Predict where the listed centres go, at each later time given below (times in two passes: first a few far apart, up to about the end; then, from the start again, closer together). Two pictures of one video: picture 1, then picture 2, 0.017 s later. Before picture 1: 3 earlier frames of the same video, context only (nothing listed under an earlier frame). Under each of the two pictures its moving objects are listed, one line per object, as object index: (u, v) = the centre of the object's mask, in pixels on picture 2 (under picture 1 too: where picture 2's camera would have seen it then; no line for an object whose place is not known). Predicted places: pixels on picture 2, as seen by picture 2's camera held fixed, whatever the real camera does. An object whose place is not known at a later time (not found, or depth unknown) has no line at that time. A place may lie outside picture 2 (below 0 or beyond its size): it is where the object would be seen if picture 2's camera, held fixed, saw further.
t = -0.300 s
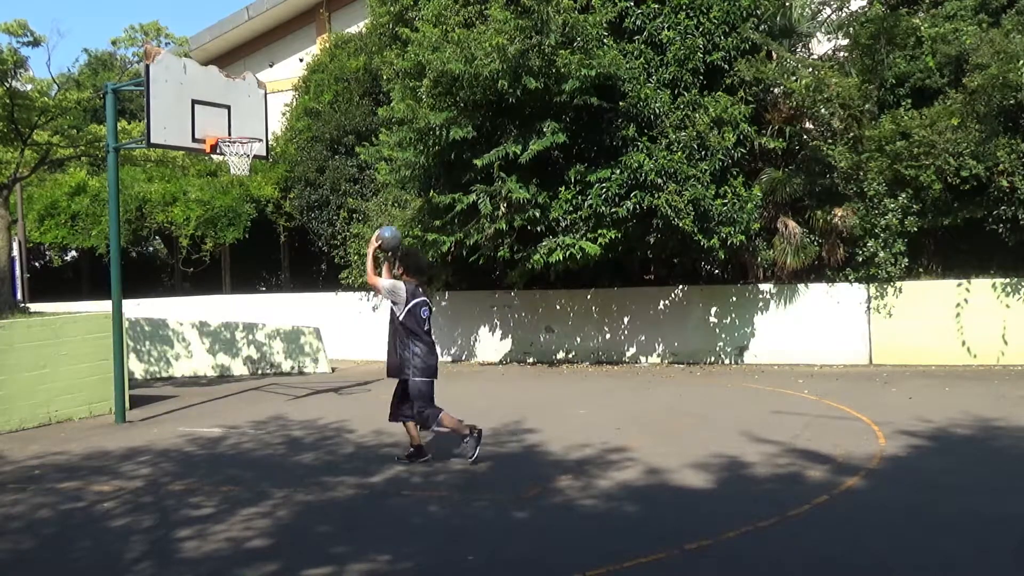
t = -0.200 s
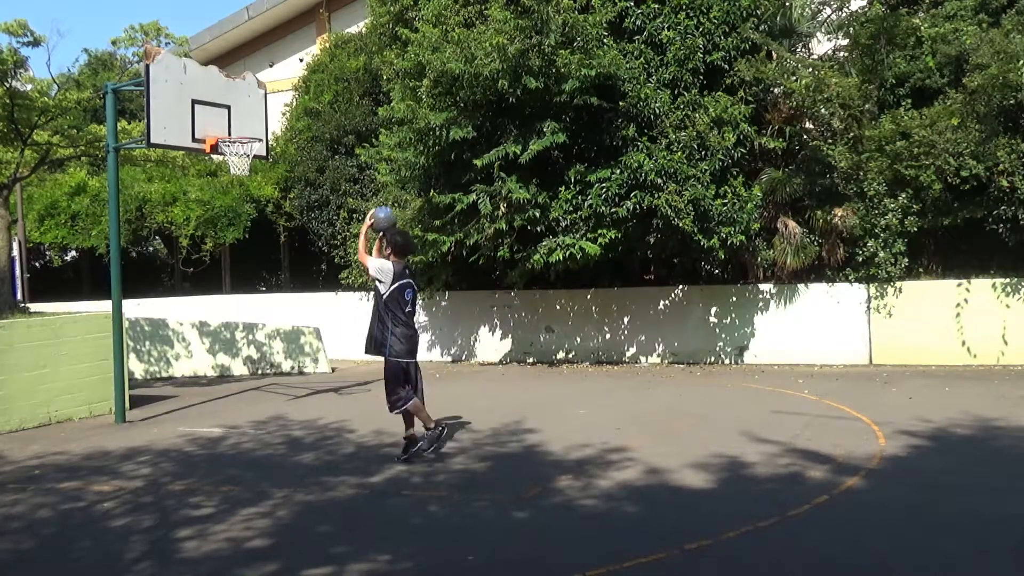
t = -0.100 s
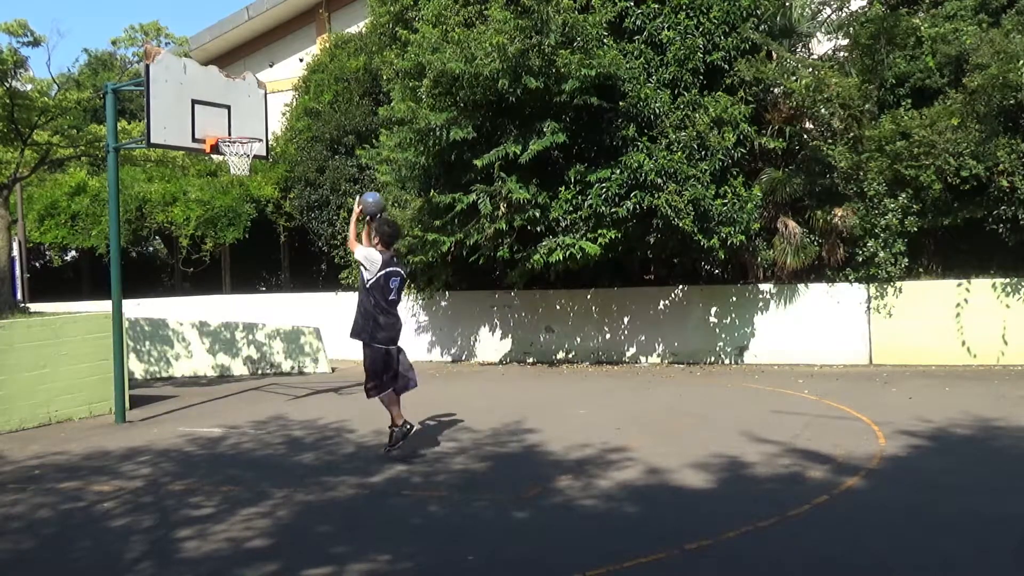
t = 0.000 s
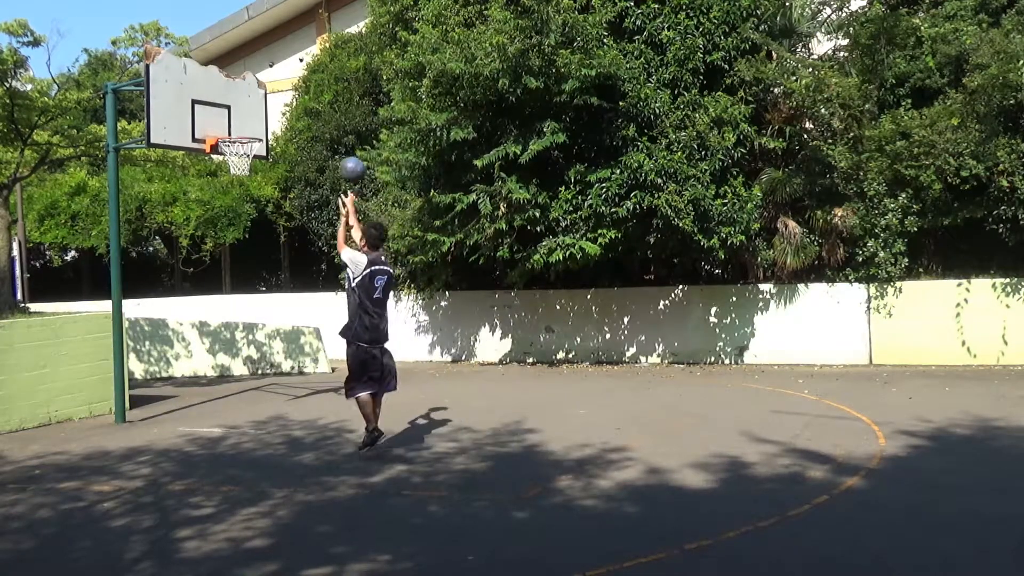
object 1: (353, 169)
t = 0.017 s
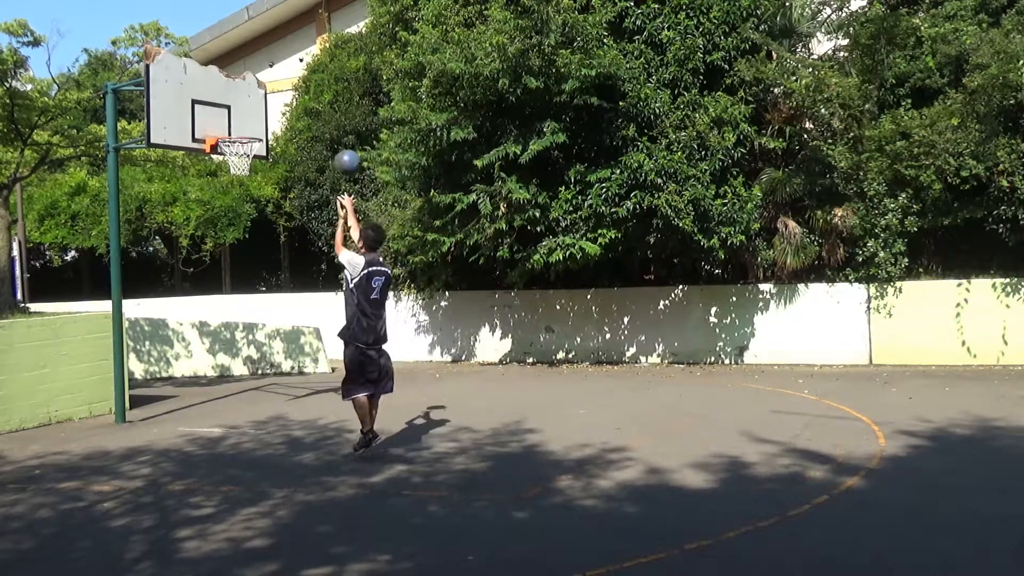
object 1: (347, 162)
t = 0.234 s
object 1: (298, 102)
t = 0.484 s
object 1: (248, 97)
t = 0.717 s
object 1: (218, 120)
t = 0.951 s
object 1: (238, 112)
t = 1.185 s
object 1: (236, 131)
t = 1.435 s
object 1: (249, 168)
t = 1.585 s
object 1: (257, 204)
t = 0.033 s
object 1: (344, 156)
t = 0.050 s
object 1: (340, 149)
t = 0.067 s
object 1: (336, 144)
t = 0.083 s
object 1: (331, 138)
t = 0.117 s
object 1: (324, 128)
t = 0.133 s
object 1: (320, 123)
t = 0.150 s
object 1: (315, 119)
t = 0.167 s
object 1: (312, 114)
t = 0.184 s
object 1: (309, 111)
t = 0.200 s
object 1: (306, 108)
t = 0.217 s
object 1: (301, 105)
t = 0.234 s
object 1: (298, 102)
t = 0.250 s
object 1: (294, 100)
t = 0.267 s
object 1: (291, 98)
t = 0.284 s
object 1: (287, 96)
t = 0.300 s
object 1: (284, 95)
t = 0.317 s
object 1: (281, 94)
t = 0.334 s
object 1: (277, 93)
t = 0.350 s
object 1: (273, 92)
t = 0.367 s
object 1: (270, 92)
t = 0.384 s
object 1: (267, 91)
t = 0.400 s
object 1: (264, 92)
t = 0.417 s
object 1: (260, 92)
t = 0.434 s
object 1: (257, 93)
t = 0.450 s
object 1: (254, 94)
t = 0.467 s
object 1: (251, 95)
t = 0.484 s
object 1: (248, 97)
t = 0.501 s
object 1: (245, 98)
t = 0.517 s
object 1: (242, 100)
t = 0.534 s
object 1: (239, 103)
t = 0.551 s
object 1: (236, 105)
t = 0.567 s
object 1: (234, 108)
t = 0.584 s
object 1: (231, 111)
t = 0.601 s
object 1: (228, 114)
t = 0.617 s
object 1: (225, 117)
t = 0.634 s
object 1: (222, 121)
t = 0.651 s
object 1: (220, 125)
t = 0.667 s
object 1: (217, 128)
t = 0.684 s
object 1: (216, 126)
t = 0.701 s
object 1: (217, 123)
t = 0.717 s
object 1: (218, 120)
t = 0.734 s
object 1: (220, 118)
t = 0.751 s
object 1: (221, 116)
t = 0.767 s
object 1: (222, 114)
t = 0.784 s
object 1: (224, 113)
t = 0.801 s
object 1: (225, 112)
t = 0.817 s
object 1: (227, 111)
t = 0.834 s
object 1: (228, 110)
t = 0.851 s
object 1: (230, 109)
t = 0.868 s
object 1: (231, 109)
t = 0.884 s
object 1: (232, 109)
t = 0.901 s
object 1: (234, 110)
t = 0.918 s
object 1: (235, 110)
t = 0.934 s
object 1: (237, 111)
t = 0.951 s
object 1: (238, 112)
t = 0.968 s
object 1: (240, 113)
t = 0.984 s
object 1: (242, 115)
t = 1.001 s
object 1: (243, 117)
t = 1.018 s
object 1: (245, 119)
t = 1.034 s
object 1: (246, 121)
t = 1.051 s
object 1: (248, 124)
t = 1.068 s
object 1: (249, 127)
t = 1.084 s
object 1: (251, 129)
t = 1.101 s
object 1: (250, 130)
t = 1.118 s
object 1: (247, 130)
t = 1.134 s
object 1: (245, 130)
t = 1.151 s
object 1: (242, 131)
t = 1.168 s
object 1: (239, 131)
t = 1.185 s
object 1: (236, 131)
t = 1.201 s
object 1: (234, 132)
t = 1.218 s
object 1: (231, 133)
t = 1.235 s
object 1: (231, 133)
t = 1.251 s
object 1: (232, 134)
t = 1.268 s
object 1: (234, 135)
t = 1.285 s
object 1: (240, 143)
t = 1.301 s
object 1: (237, 146)
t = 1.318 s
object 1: (239, 146)
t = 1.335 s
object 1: (243, 146)
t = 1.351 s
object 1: (242, 147)
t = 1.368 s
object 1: (249, 153)
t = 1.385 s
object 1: (246, 153)
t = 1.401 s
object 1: (248, 168)
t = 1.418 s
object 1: (248, 167)
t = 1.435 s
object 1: (249, 168)
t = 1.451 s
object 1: (249, 170)
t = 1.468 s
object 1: (250, 173)
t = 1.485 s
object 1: (251, 177)
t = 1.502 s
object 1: (253, 181)
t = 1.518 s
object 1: (253, 185)
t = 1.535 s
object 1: (254, 190)
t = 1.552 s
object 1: (255, 194)
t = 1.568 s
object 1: (256, 199)
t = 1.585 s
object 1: (257, 204)
